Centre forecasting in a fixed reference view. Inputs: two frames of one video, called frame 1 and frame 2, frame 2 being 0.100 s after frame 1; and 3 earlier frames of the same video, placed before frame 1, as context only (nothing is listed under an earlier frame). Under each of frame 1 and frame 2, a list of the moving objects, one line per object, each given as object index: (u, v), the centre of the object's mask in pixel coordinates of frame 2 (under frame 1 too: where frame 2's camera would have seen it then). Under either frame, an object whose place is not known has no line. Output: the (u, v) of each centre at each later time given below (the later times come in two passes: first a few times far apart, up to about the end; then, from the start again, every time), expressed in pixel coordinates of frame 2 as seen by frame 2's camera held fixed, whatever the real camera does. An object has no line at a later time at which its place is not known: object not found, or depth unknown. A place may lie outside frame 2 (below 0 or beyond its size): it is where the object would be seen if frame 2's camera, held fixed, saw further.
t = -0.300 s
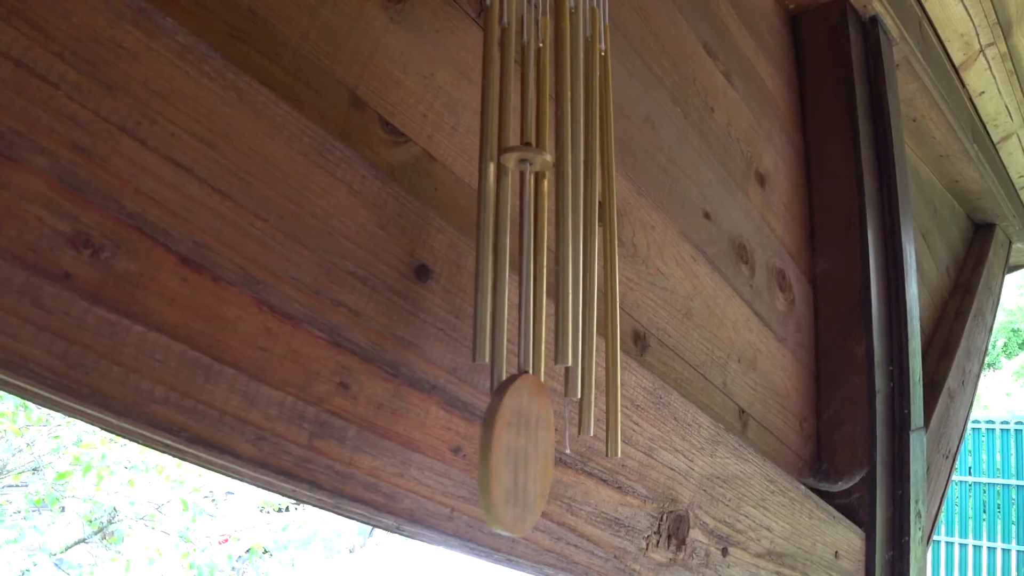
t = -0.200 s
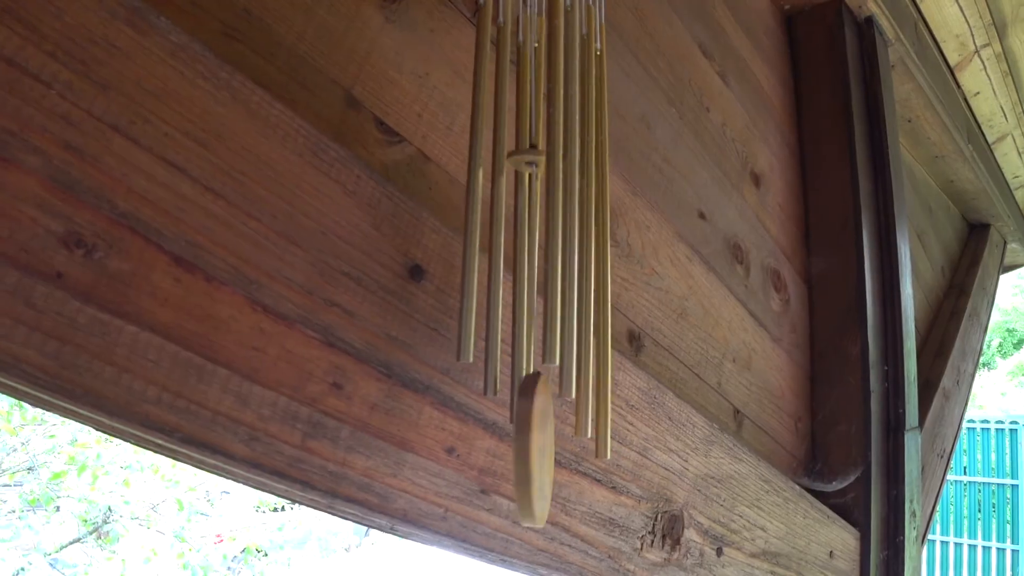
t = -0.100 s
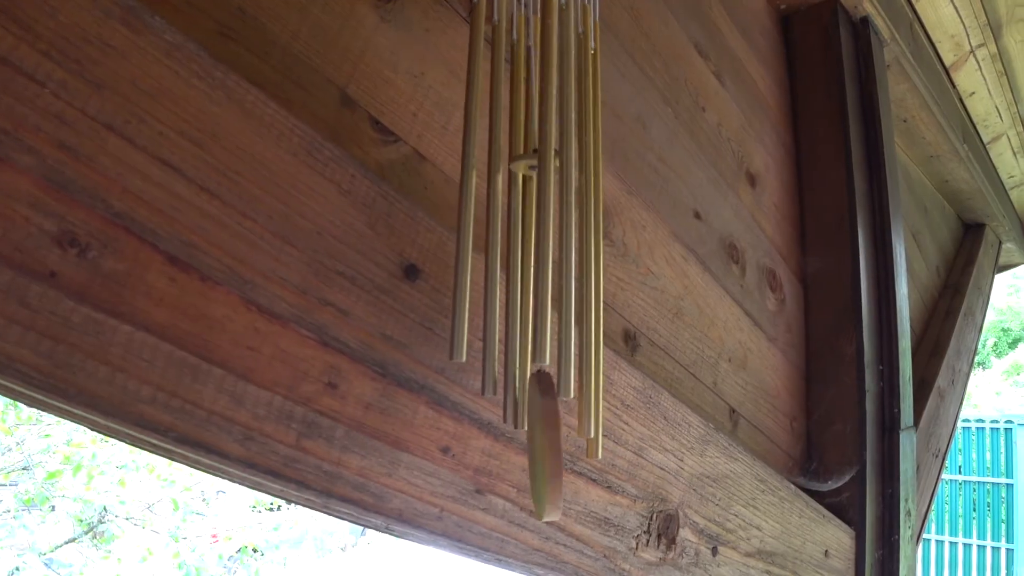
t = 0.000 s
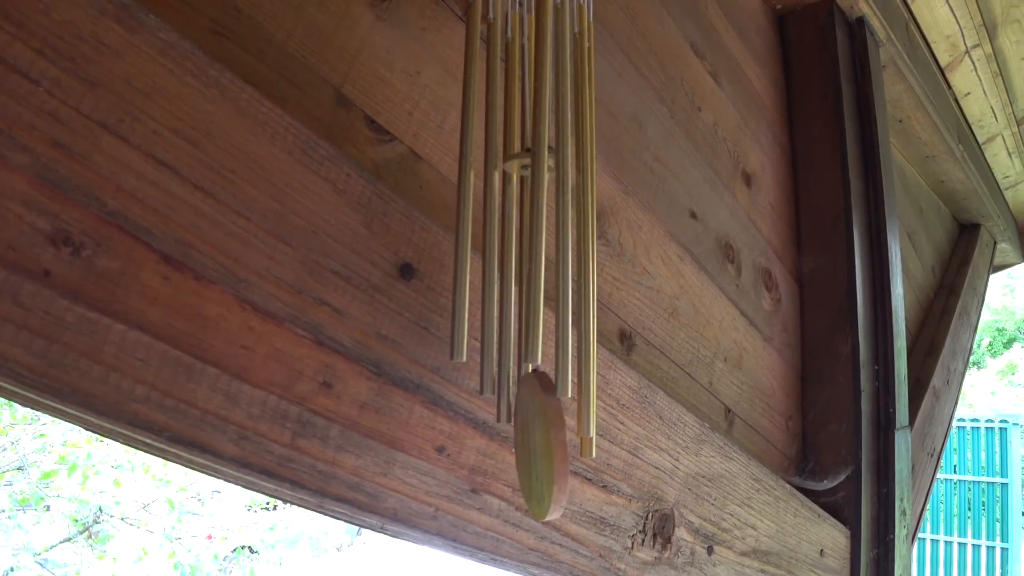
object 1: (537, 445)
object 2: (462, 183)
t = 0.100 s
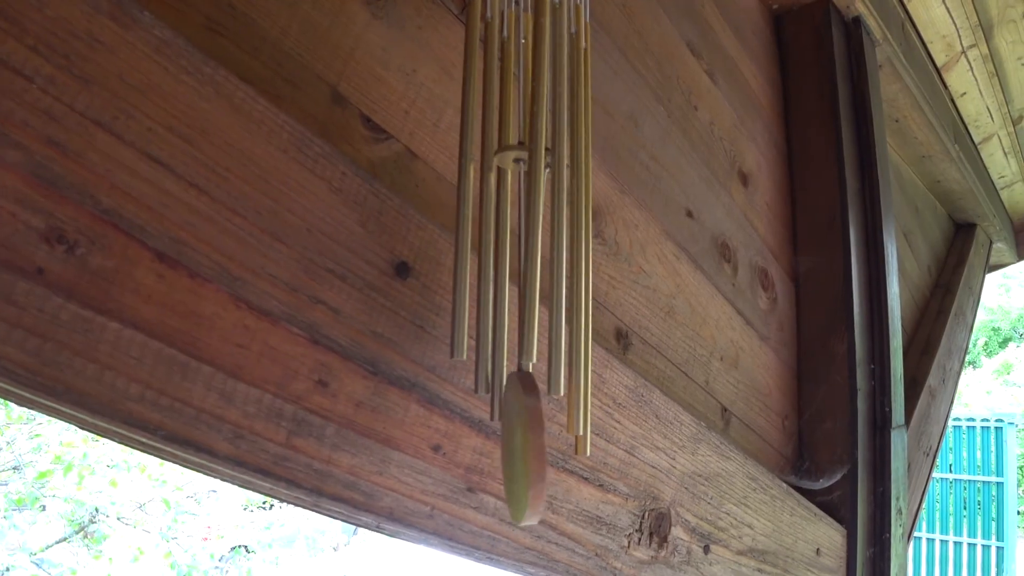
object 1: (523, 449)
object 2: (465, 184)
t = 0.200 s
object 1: (499, 453)
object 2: (471, 182)
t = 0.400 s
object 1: (482, 454)
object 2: (472, 186)
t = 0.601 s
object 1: (517, 451)
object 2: (467, 182)
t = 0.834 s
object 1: (542, 445)
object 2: (473, 187)
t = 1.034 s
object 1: (510, 451)
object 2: (473, 189)
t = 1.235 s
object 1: (490, 457)
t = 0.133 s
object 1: (515, 450)
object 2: (467, 184)
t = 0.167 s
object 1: (508, 452)
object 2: (469, 184)
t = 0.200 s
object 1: (499, 453)
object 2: (471, 182)
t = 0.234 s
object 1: (493, 454)
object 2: (472, 182)
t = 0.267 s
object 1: (487, 454)
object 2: (473, 182)
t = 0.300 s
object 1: (482, 454)
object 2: (474, 184)
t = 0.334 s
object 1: (480, 454)
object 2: (473, 184)
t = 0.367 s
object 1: (480, 454)
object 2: (473, 185)
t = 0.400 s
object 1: (482, 454)
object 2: (472, 186)
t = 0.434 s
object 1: (485, 454)
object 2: (471, 187)
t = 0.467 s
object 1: (490, 454)
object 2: (469, 186)
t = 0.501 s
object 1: (496, 454)
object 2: (468, 183)
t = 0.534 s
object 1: (503, 453)
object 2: (467, 182)
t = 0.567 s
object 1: (510, 453)
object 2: (466, 183)
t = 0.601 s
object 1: (517, 451)
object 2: (467, 182)
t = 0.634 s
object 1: (525, 450)
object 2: (466, 185)
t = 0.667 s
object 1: (531, 447)
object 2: (467, 183)
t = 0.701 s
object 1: (536, 446)
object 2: (468, 183)
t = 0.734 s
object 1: (540, 444)
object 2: (470, 185)
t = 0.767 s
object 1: (542, 444)
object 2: (471, 188)
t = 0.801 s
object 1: (543, 445)
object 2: (472, 187)
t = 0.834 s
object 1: (542, 445)
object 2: (473, 187)
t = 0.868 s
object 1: (539, 445)
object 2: (474, 187)
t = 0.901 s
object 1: (536, 447)
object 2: (475, 188)
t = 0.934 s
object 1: (530, 447)
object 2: (475, 188)
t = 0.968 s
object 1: (524, 448)
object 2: (475, 190)
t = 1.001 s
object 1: (516, 449)
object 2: (475, 190)
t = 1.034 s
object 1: (510, 451)
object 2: (473, 189)
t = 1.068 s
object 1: (505, 453)
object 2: (472, 191)
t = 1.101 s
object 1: (500, 454)
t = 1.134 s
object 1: (496, 455)
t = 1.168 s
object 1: (494, 456)
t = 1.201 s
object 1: (491, 456)
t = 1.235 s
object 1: (490, 457)
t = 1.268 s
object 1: (490, 457)
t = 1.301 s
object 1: (491, 457)
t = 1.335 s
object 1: (494, 457)
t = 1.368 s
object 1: (497, 456)
